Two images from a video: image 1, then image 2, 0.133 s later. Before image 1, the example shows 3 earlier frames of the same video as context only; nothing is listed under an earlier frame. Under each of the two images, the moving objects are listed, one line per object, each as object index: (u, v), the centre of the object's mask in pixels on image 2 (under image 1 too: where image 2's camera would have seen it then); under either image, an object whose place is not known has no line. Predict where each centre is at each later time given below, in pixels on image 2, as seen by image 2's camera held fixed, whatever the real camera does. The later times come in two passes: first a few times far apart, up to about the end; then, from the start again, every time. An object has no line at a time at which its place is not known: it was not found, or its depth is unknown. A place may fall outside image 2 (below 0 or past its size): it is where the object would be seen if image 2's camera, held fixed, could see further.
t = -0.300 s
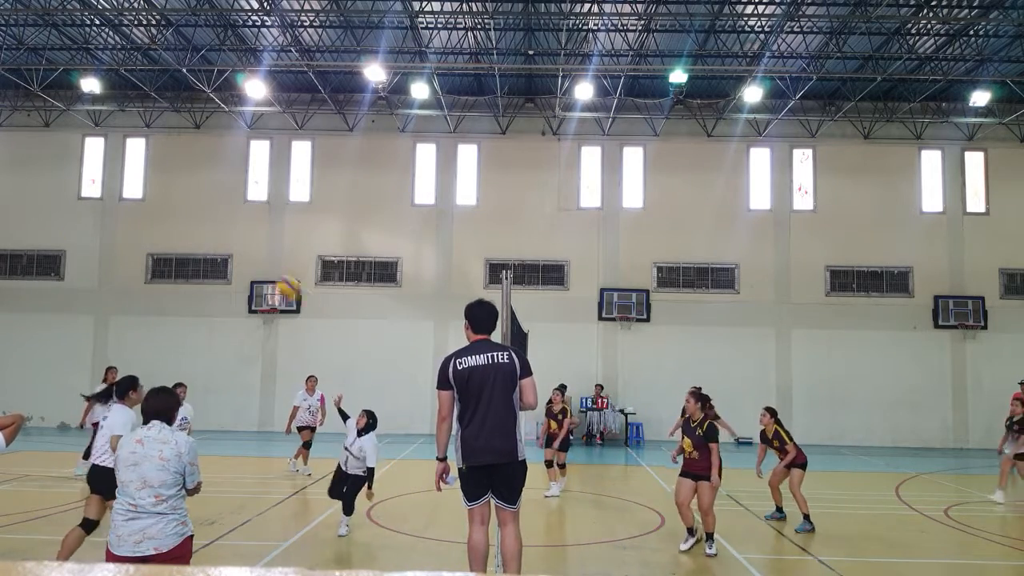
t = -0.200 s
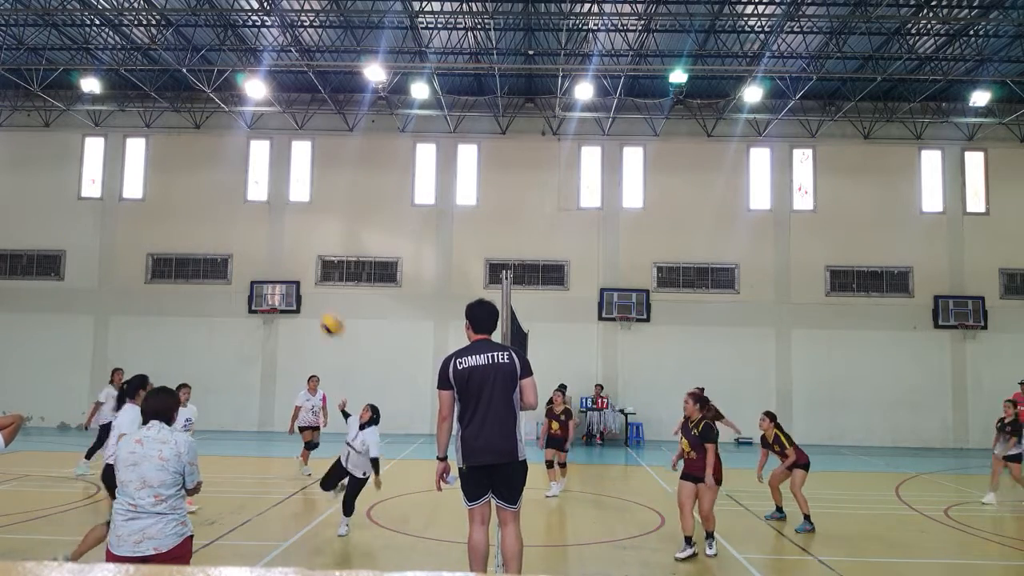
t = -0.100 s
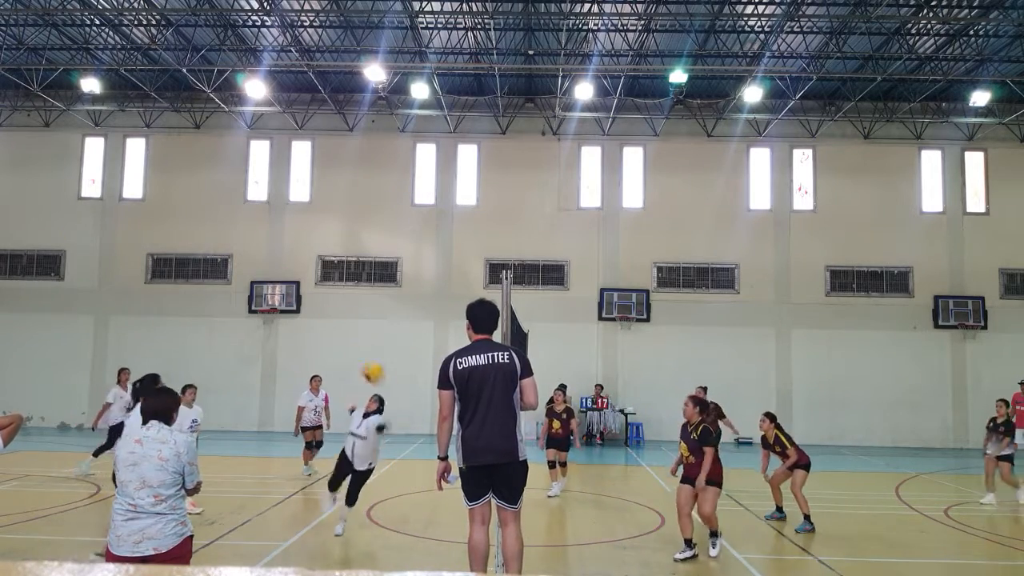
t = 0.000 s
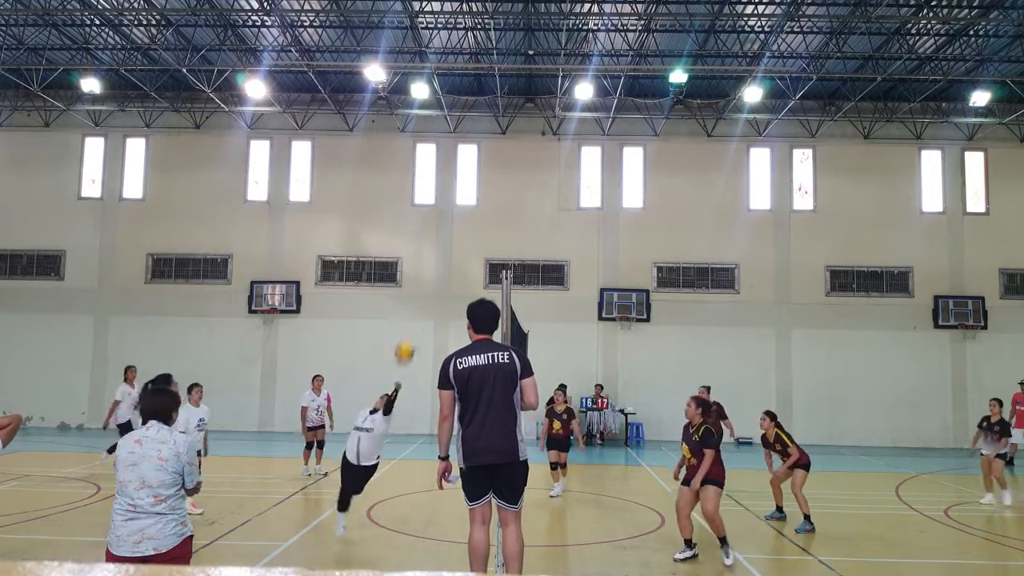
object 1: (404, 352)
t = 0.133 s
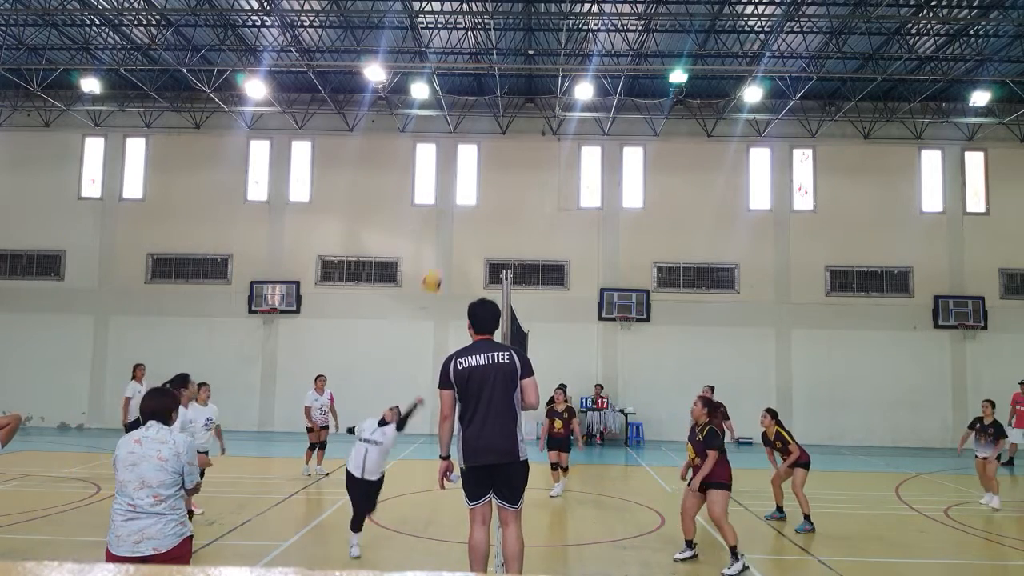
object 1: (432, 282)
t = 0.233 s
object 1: (449, 246)
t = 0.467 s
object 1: (481, 210)
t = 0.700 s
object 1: (508, 216)
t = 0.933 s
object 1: (528, 260)
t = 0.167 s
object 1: (437, 269)
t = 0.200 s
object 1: (443, 256)
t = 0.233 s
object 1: (449, 246)
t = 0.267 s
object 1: (454, 238)
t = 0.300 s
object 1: (459, 230)
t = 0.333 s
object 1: (463, 224)
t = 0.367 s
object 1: (468, 219)
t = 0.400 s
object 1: (473, 214)
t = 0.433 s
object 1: (478, 212)
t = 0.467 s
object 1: (481, 210)
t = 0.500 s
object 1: (485, 207)
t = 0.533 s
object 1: (490, 207)
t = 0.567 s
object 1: (494, 207)
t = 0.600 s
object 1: (497, 208)
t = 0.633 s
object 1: (501, 211)
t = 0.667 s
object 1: (504, 213)
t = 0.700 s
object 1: (508, 216)
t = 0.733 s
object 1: (511, 221)
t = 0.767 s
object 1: (515, 226)
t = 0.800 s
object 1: (517, 231)
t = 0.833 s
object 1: (519, 237)
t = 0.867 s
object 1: (523, 244)
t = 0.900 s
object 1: (526, 251)
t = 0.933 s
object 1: (528, 260)
